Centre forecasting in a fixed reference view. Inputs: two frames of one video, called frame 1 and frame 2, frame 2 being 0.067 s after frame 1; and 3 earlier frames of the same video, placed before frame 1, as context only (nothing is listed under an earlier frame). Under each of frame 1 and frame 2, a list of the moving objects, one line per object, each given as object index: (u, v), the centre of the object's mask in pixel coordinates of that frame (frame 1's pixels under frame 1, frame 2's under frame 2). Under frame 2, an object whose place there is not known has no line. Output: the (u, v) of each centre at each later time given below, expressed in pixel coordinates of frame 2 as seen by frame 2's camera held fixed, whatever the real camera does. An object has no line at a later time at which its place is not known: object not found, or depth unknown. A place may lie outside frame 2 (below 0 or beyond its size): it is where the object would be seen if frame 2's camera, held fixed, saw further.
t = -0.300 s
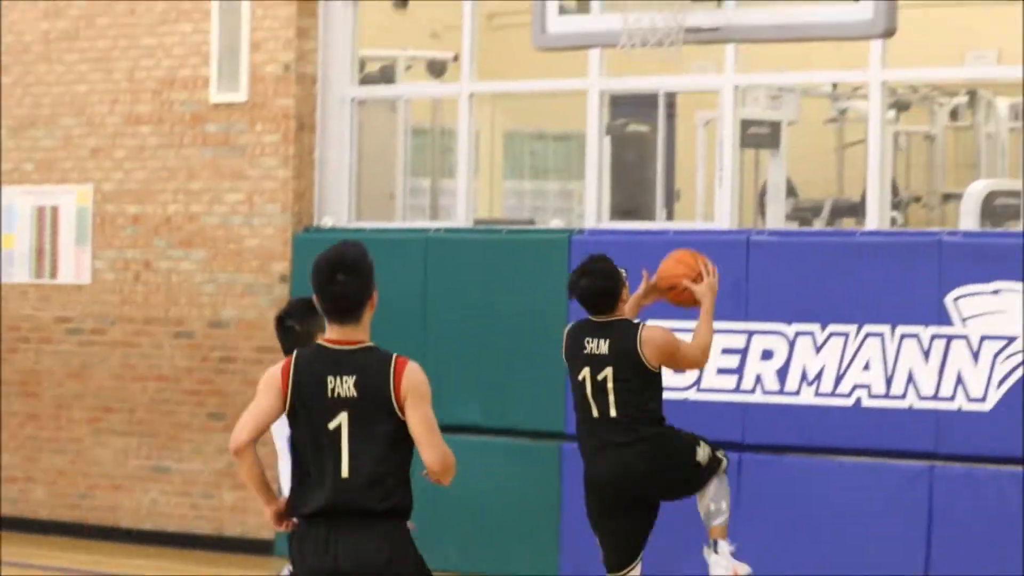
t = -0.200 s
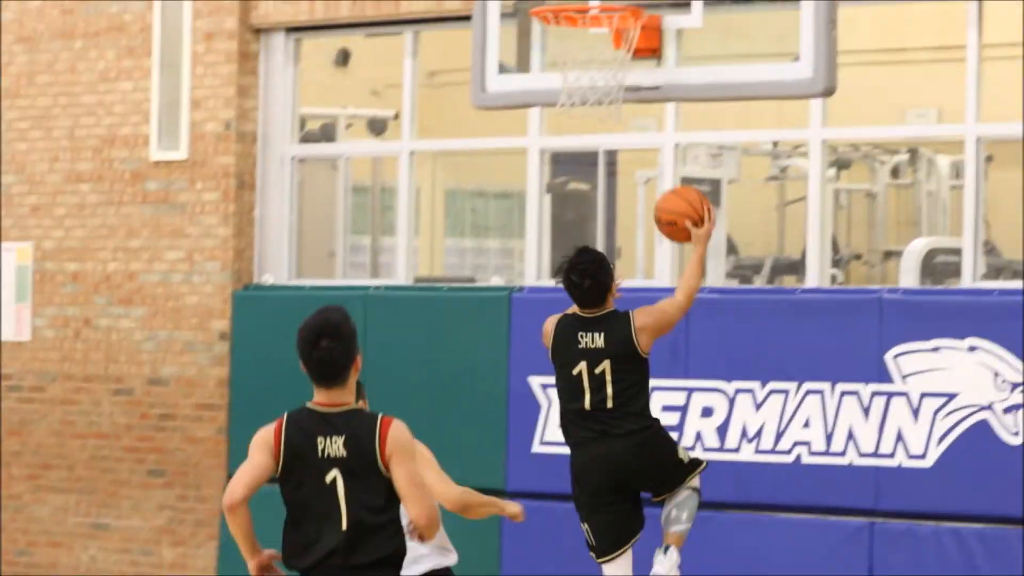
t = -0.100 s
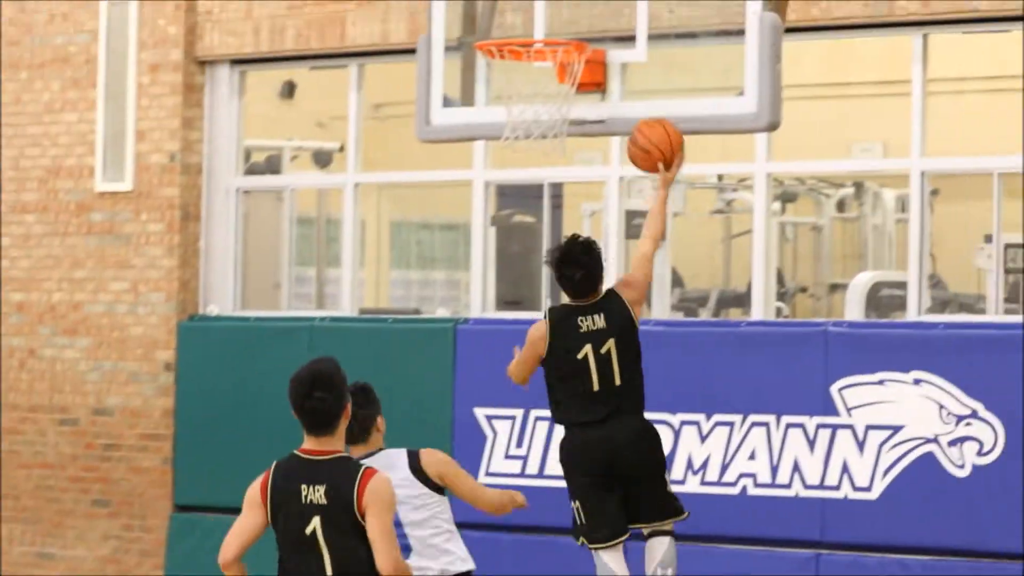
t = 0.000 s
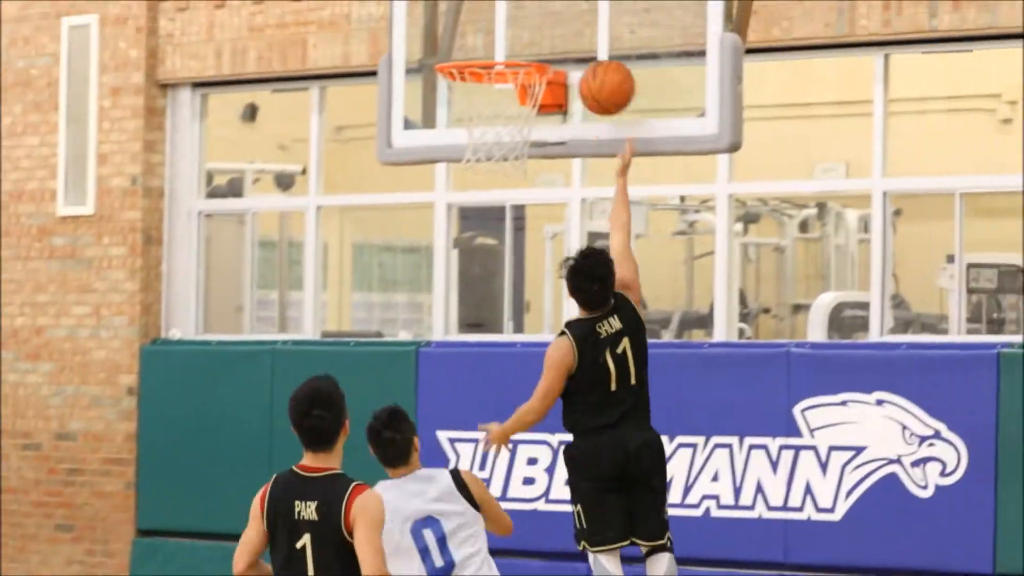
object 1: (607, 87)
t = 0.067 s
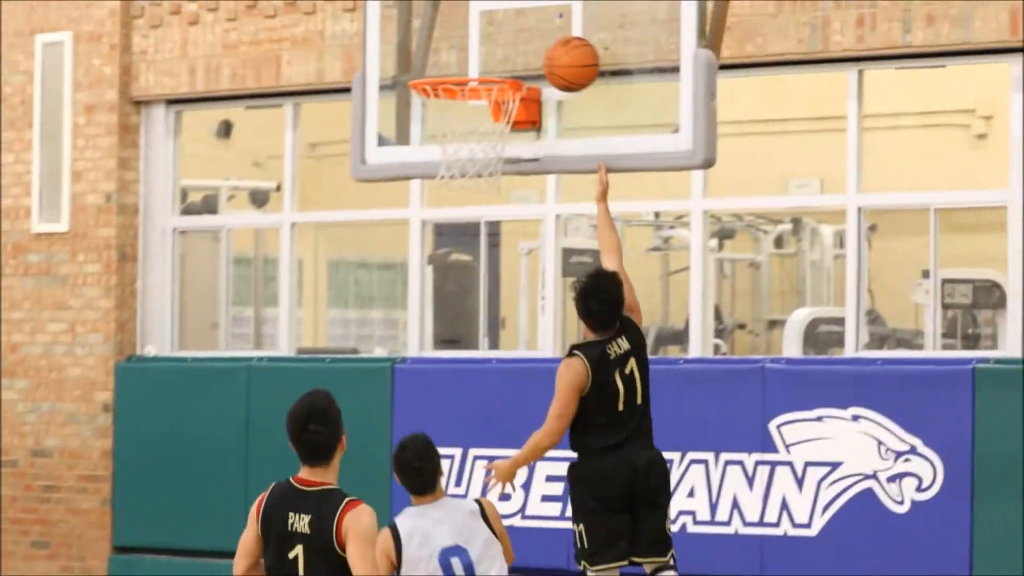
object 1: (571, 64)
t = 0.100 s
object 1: (562, 51)
